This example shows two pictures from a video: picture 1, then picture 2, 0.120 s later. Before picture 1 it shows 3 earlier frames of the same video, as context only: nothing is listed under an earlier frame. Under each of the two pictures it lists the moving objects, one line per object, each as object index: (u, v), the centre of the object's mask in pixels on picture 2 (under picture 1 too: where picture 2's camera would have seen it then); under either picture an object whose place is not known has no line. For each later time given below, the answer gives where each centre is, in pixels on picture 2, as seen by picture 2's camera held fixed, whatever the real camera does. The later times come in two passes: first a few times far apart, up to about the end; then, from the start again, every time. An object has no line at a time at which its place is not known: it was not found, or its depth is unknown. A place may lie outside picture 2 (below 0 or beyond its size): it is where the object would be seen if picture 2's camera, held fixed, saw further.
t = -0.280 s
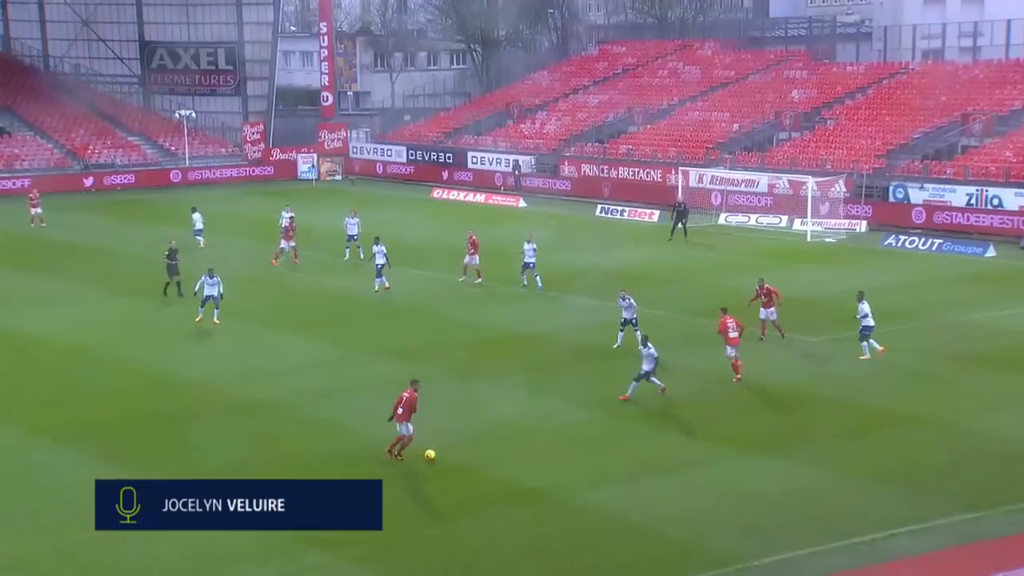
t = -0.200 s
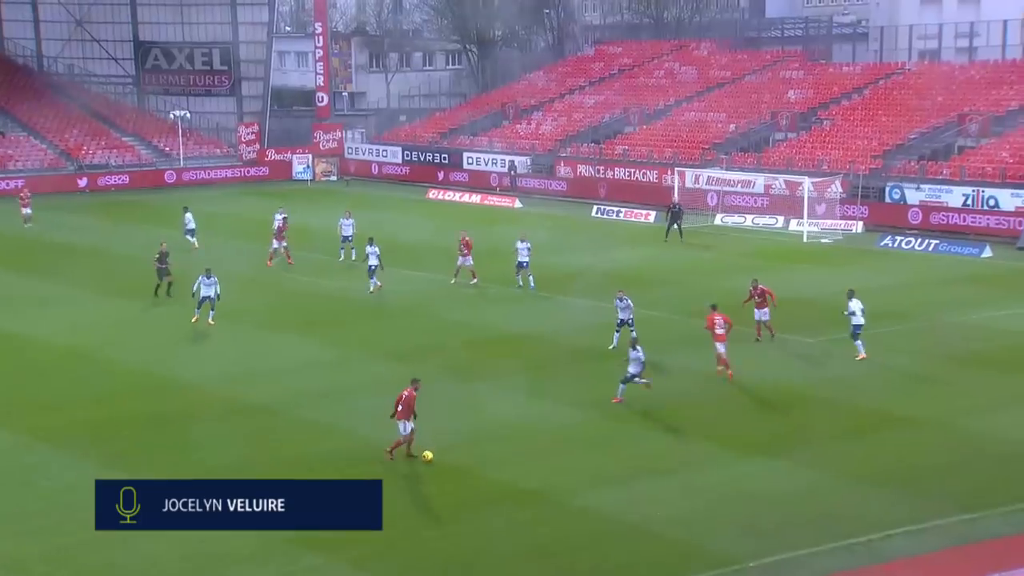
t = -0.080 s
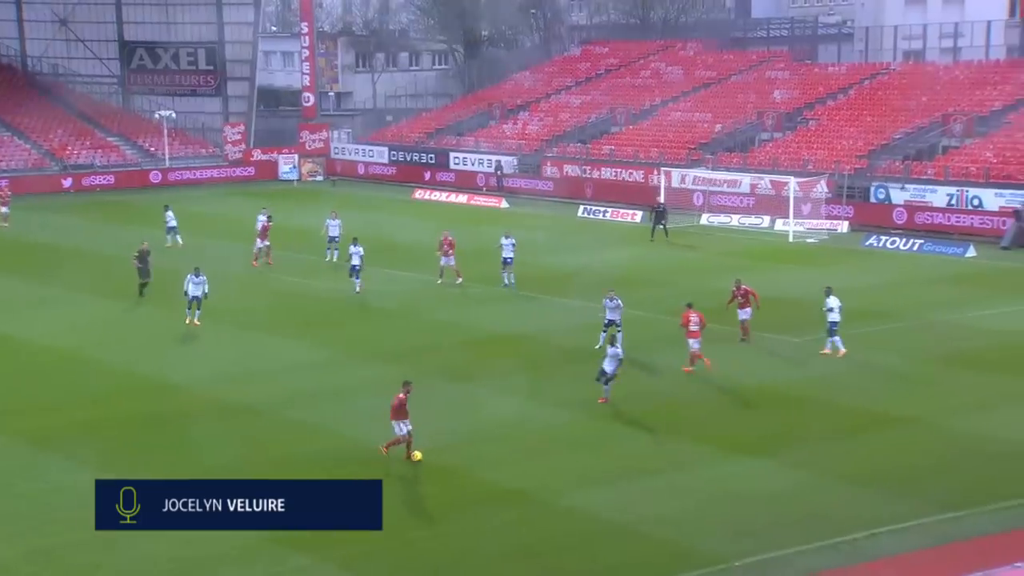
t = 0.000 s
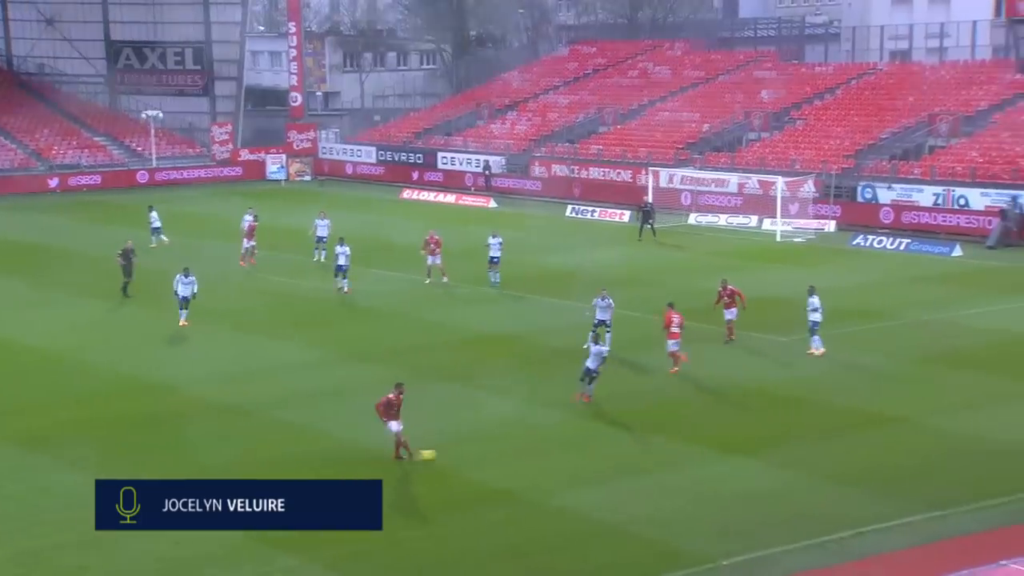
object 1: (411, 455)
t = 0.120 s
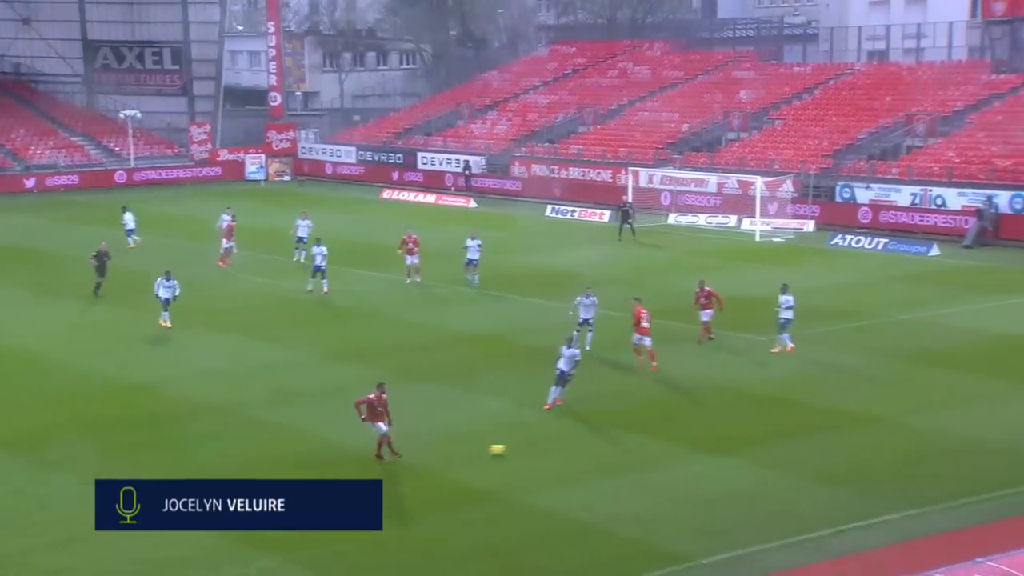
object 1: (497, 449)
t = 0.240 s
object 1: (581, 446)
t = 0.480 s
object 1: (727, 441)
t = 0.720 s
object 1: (849, 437)
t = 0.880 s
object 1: (920, 435)
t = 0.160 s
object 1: (526, 448)
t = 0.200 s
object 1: (554, 447)
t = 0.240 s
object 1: (581, 446)
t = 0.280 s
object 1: (607, 445)
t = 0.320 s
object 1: (632, 444)
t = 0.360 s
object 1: (657, 443)
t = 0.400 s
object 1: (681, 442)
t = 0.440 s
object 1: (704, 441)
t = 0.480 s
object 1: (727, 441)
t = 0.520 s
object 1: (749, 440)
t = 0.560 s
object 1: (770, 439)
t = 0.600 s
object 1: (791, 438)
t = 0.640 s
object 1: (811, 438)
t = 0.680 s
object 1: (831, 437)
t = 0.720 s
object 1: (849, 437)
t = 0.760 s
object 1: (868, 436)
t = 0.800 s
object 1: (886, 436)
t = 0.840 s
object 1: (903, 435)
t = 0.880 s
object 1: (920, 435)
